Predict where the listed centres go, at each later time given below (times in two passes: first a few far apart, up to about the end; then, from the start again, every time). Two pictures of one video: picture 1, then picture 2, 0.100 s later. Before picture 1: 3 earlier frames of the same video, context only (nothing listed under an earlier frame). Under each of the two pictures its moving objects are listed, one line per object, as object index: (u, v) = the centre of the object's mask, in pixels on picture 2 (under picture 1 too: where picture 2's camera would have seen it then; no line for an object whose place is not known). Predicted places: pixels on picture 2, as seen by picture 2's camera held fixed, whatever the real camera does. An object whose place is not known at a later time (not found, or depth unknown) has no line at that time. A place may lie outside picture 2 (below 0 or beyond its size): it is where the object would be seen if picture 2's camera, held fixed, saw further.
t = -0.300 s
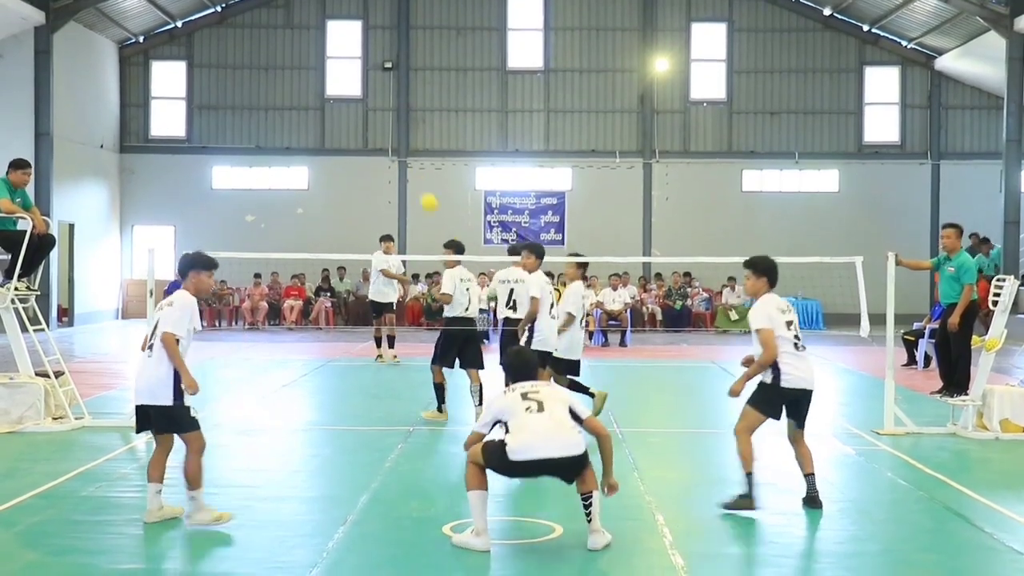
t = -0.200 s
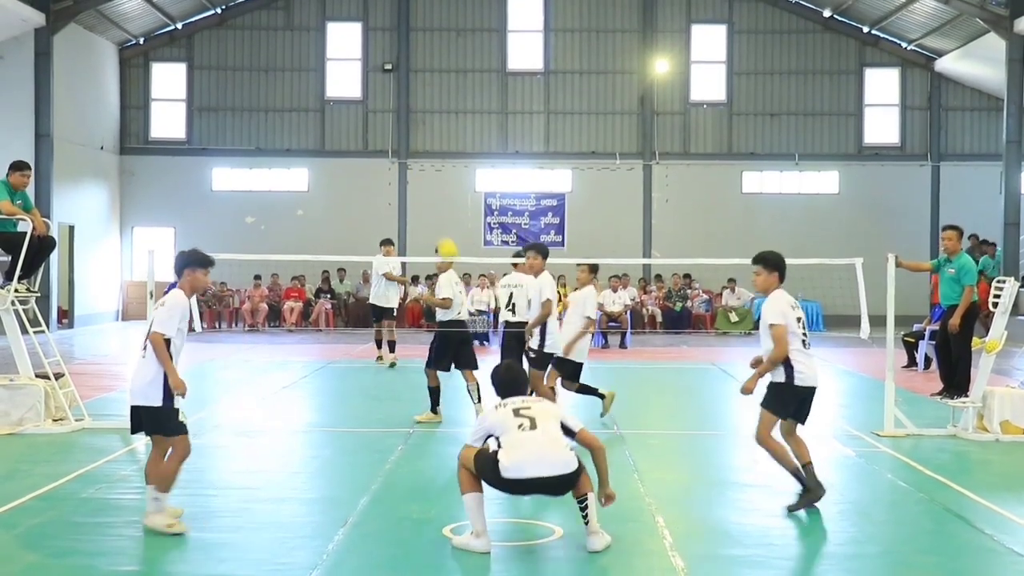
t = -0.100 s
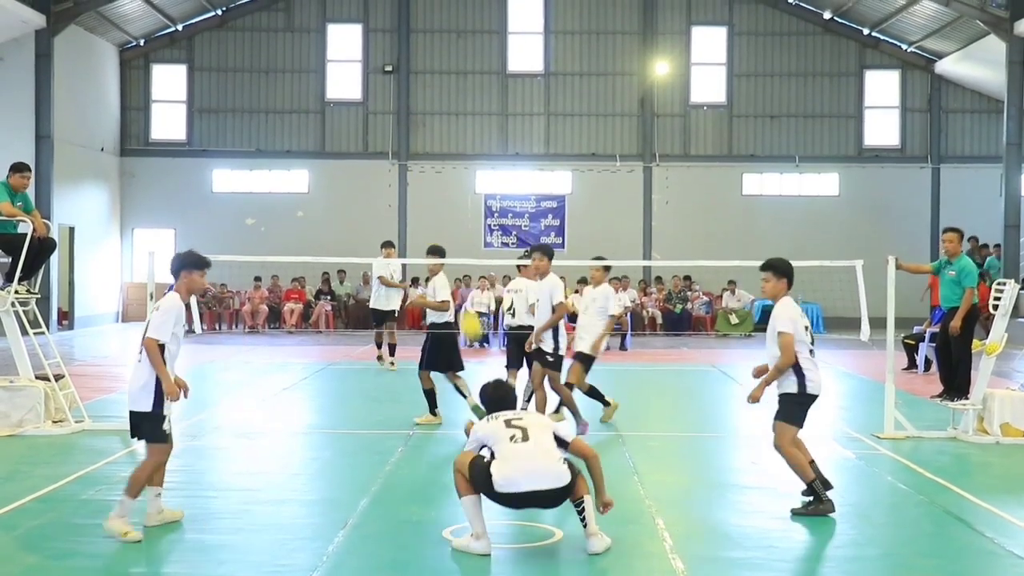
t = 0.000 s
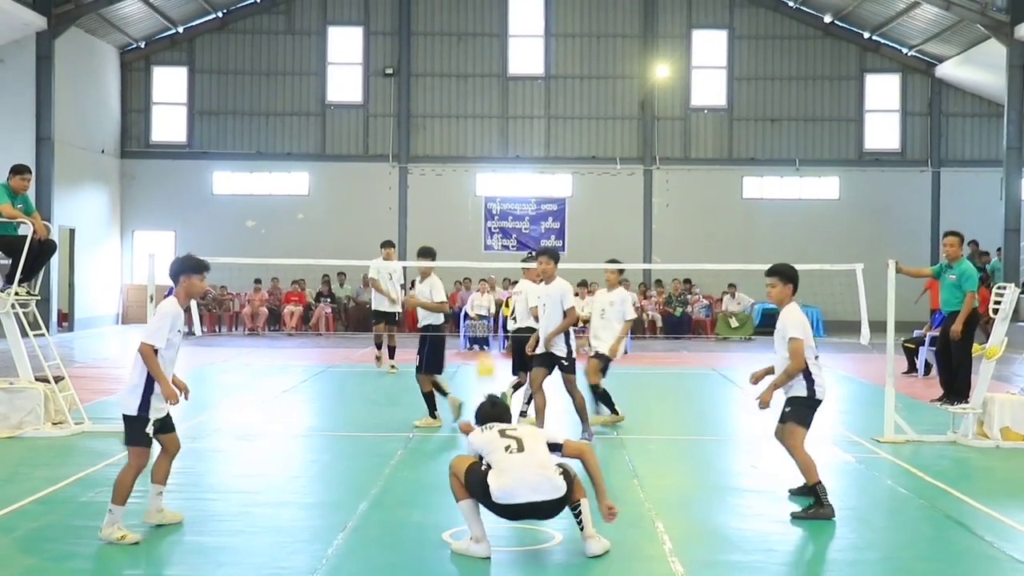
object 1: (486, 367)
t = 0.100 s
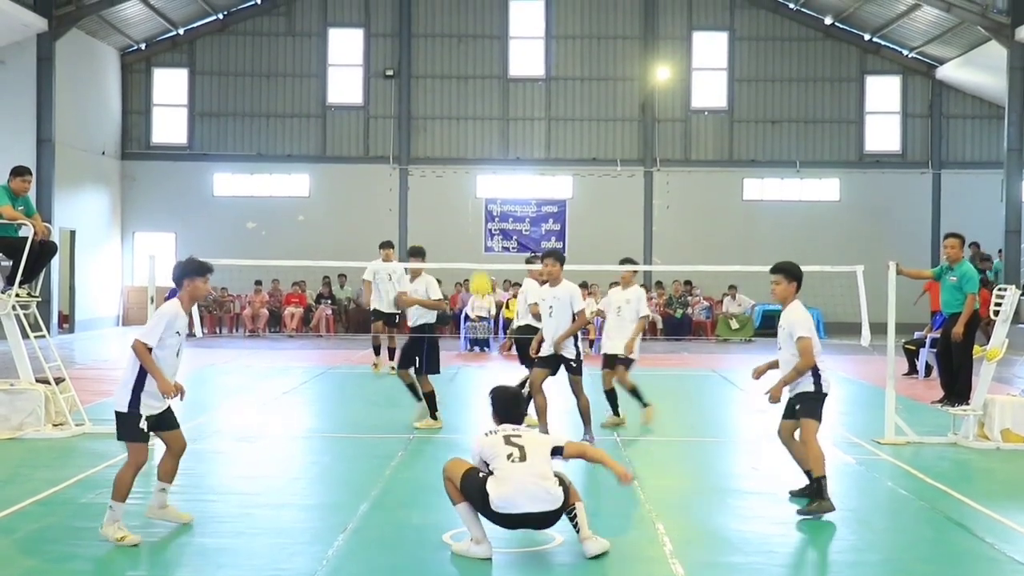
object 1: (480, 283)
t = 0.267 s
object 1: (469, 188)
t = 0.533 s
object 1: (457, 135)
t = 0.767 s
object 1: (446, 171)
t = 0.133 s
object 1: (479, 260)
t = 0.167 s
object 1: (476, 241)
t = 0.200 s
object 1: (475, 220)
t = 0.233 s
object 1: (472, 204)
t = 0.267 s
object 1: (469, 188)
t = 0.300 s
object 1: (469, 174)
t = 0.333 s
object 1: (467, 163)
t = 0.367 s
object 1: (466, 155)
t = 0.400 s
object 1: (464, 148)
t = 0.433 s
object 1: (462, 142)
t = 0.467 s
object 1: (460, 138)
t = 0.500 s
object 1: (459, 136)
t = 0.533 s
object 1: (457, 135)
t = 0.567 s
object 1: (456, 136)
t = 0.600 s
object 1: (454, 138)
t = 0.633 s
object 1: (452, 142)
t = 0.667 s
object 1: (450, 147)
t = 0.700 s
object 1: (449, 154)
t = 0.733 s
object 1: (447, 162)
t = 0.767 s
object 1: (446, 171)
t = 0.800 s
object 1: (444, 183)
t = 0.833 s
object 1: (442, 194)
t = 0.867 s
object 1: (441, 208)
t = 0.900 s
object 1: (440, 222)
